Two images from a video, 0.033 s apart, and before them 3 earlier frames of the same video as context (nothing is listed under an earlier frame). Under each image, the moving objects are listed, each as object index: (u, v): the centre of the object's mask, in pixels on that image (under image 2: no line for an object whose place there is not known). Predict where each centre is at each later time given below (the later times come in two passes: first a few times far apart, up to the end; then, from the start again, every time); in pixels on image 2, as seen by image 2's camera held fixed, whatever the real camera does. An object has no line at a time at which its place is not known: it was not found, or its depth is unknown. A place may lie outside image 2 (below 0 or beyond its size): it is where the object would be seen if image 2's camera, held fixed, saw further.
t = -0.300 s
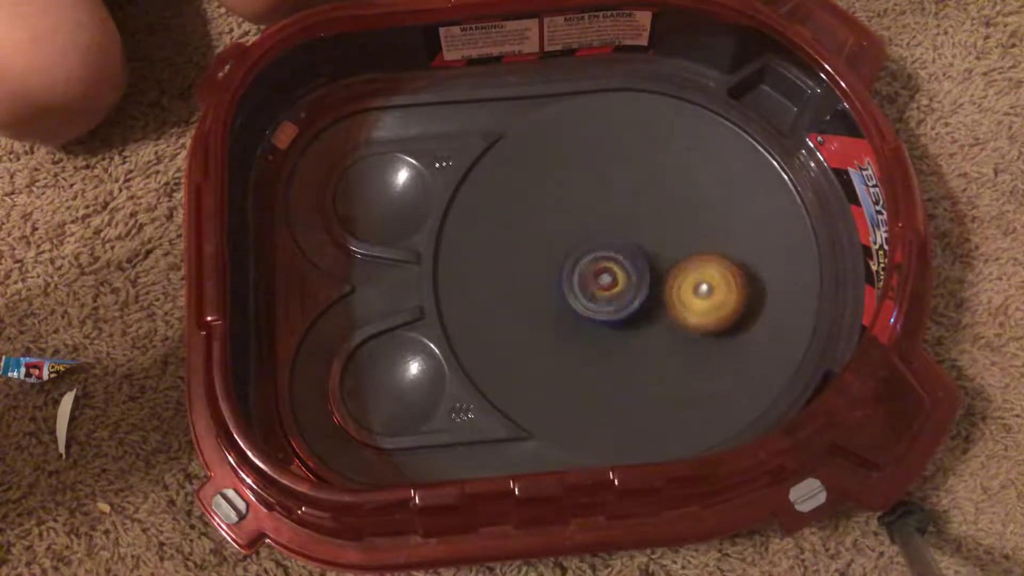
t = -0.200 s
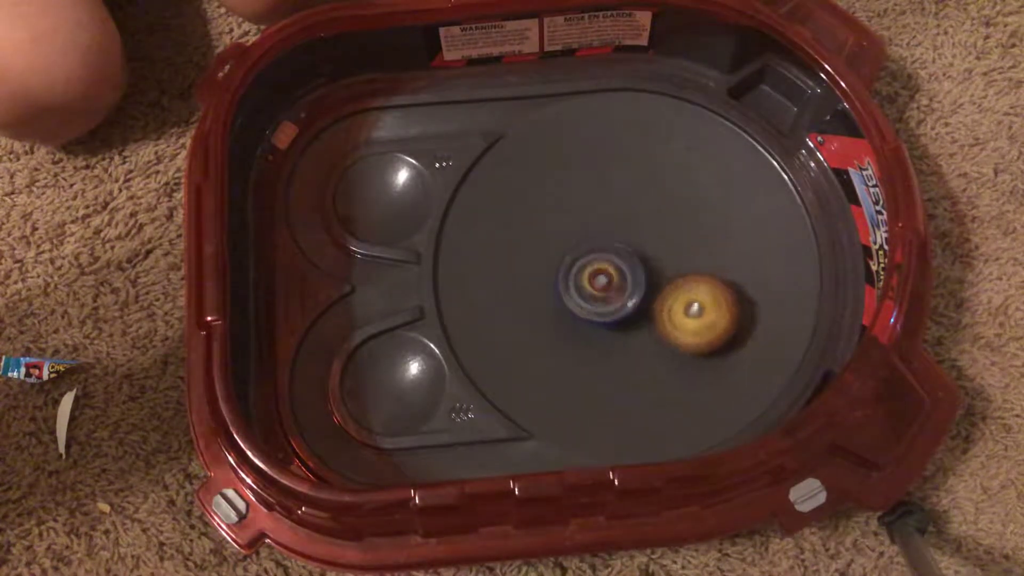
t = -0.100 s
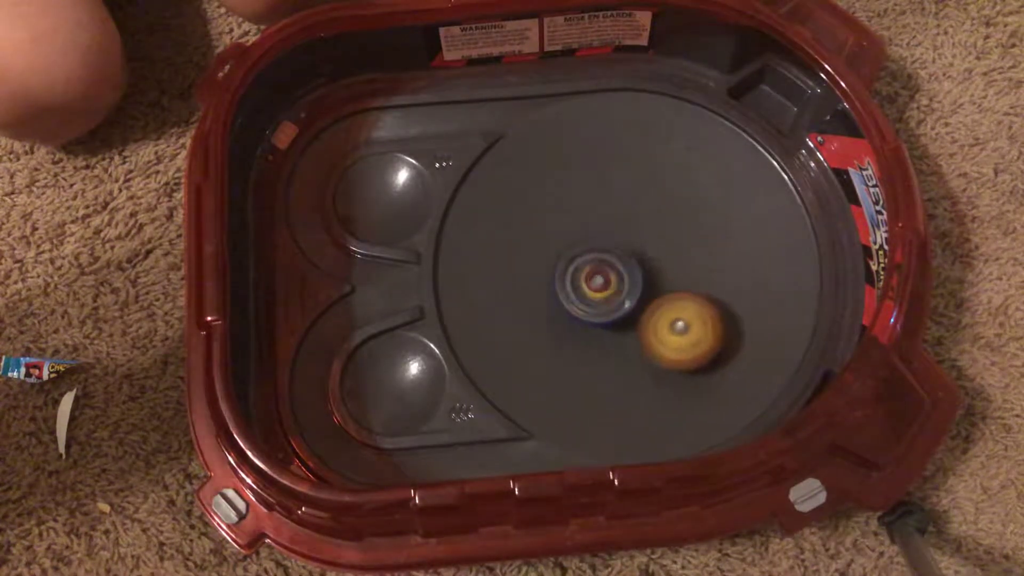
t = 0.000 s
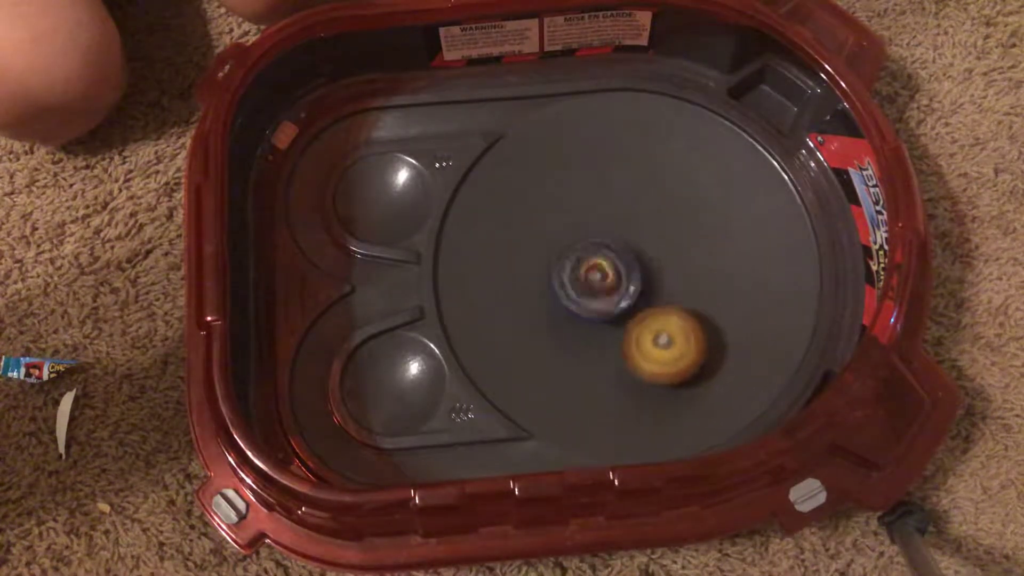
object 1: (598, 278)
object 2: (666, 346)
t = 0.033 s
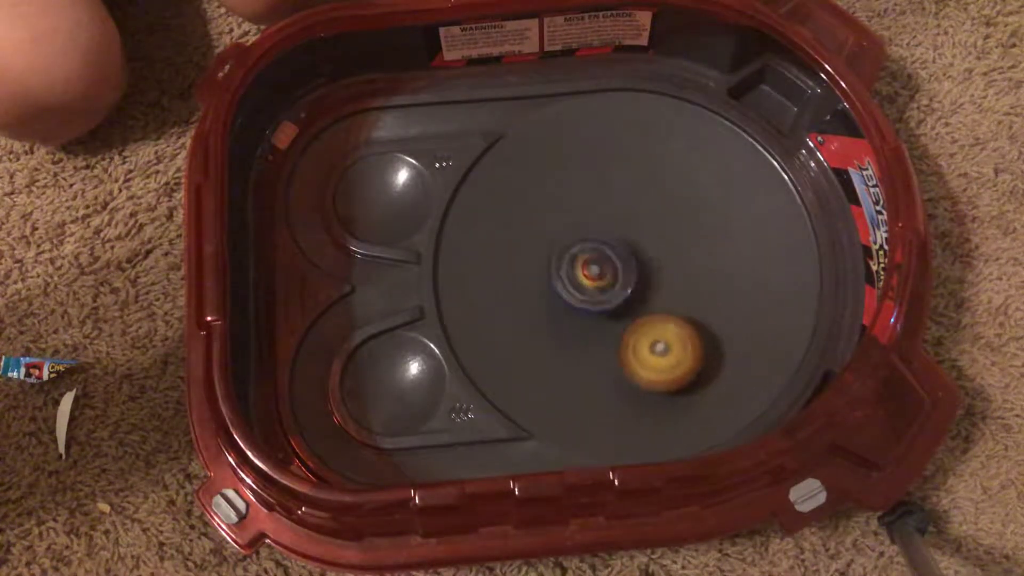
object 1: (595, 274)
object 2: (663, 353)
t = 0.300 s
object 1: (582, 227)
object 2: (613, 357)
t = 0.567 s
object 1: (594, 211)
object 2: (560, 315)
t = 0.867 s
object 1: (631, 243)
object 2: (521, 250)
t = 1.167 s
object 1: (630, 285)
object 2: (540, 207)
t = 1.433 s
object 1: (592, 297)
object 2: (599, 197)
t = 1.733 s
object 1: (569, 258)
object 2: (674, 224)
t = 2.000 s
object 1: (601, 232)
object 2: (711, 273)
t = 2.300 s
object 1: (642, 249)
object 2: (696, 323)
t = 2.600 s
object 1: (631, 254)
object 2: (635, 348)
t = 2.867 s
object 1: (615, 250)
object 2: (569, 322)
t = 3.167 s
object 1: (642, 234)
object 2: (536, 252)
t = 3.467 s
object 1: (652, 255)
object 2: (567, 193)
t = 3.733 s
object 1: (623, 269)
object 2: (625, 183)
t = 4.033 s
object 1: (597, 258)
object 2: (687, 218)
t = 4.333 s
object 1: (613, 237)
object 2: (706, 296)
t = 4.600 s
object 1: (607, 252)
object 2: (670, 350)
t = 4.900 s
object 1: (607, 258)
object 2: (592, 341)
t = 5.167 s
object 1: (617, 235)
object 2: (528, 289)
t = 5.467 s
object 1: (623, 243)
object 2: (535, 215)
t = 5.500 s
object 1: (626, 243)
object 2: (542, 210)
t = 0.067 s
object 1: (590, 265)
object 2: (657, 357)
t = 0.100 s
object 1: (588, 261)
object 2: (651, 359)
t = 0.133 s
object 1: (586, 254)
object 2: (645, 361)
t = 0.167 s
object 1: (584, 249)
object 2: (639, 362)
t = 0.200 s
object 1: (583, 243)
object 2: (634, 362)
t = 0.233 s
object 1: (583, 239)
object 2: (627, 361)
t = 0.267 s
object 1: (582, 232)
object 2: (621, 359)
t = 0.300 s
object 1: (582, 227)
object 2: (613, 357)
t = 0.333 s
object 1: (583, 222)
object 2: (607, 354)
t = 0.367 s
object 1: (585, 220)
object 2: (599, 350)
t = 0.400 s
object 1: (586, 216)
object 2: (593, 345)
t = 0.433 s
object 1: (587, 214)
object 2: (585, 340)
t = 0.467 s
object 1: (589, 213)
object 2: (578, 334)
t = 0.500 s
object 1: (590, 211)
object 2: (572, 328)
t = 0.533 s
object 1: (593, 211)
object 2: (566, 322)
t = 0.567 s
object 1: (594, 211)
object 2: (560, 315)
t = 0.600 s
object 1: (598, 212)
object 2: (554, 307)
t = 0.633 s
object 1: (599, 214)
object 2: (550, 300)
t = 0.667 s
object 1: (603, 217)
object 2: (545, 292)
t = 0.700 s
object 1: (608, 221)
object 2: (541, 284)
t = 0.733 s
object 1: (610, 224)
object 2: (537, 276)
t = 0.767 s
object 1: (621, 229)
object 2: (530, 270)
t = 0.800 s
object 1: (624, 236)
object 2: (526, 263)
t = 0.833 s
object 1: (626, 239)
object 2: (522, 256)
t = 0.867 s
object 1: (631, 243)
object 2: (521, 250)
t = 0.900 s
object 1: (634, 245)
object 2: (520, 244)
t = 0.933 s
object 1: (635, 252)
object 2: (519, 238)
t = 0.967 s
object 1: (638, 257)
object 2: (520, 233)
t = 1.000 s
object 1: (638, 261)
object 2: (522, 228)
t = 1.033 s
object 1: (637, 265)
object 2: (524, 223)
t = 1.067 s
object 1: (638, 271)
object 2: (527, 219)
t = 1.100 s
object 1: (637, 277)
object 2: (531, 215)
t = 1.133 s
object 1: (633, 281)
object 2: (535, 211)
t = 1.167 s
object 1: (630, 285)
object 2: (540, 207)
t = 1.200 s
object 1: (626, 291)
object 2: (545, 205)
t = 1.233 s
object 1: (623, 294)
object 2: (551, 203)
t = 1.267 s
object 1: (620, 297)
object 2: (558, 201)
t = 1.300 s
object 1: (614, 299)
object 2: (565, 199)
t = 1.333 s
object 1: (609, 299)
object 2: (573, 198)
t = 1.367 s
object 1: (602, 300)
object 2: (581, 197)
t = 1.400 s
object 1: (595, 299)
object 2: (590, 197)
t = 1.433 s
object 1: (592, 297)
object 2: (599, 197)
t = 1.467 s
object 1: (586, 296)
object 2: (608, 199)
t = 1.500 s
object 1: (583, 290)
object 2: (617, 200)
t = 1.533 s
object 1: (579, 287)
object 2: (625, 202)
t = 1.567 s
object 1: (575, 282)
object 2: (635, 204)
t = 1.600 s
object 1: (573, 279)
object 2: (643, 207)
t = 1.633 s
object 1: (570, 272)
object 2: (651, 211)
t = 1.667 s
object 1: (570, 268)
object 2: (660, 215)
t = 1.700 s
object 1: (568, 263)
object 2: (667, 219)
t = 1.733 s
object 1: (569, 258)
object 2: (674, 224)
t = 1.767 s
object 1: (571, 252)
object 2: (681, 229)
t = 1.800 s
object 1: (574, 248)
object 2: (687, 235)
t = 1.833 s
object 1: (577, 244)
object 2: (693, 241)
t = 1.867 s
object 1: (582, 240)
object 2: (698, 247)
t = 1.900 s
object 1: (585, 238)
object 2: (702, 253)
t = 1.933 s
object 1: (590, 235)
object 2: (705, 260)
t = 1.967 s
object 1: (596, 233)
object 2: (709, 266)
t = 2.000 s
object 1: (601, 232)
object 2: (711, 273)
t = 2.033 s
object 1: (606, 232)
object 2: (712, 279)
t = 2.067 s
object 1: (612, 232)
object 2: (713, 285)
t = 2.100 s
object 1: (619, 233)
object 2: (713, 291)
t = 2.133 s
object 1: (623, 234)
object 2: (712, 297)
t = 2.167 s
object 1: (628, 236)
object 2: (710, 302)
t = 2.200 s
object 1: (631, 240)
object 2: (706, 307)
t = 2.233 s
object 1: (634, 245)
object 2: (703, 311)
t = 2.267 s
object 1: (638, 248)
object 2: (699, 317)
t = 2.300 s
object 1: (642, 249)
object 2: (696, 323)
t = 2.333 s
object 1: (644, 252)
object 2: (692, 330)
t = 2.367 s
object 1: (642, 253)
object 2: (686, 336)
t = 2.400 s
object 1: (640, 253)
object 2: (680, 340)
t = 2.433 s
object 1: (640, 252)
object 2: (673, 343)
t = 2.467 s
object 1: (639, 253)
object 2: (666, 346)
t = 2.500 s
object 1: (636, 252)
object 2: (658, 348)
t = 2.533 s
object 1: (634, 253)
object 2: (651, 349)
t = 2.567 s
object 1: (632, 253)
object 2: (643, 349)
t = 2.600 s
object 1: (631, 254)
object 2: (635, 348)
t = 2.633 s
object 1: (627, 255)
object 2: (626, 347)
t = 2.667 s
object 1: (626, 253)
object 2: (617, 345)
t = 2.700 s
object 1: (624, 253)
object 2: (608, 343)
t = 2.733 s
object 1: (621, 251)
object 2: (599, 340)
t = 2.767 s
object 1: (619, 251)
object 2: (592, 336)
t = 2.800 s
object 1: (617, 251)
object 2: (584, 331)
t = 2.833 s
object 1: (617, 250)
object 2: (576, 327)
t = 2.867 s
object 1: (615, 250)
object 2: (569, 322)
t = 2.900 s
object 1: (620, 249)
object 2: (561, 316)
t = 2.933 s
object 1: (619, 244)
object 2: (553, 310)
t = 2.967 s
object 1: (621, 241)
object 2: (548, 302)
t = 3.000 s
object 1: (624, 239)
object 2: (544, 294)
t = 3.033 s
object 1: (628, 237)
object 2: (541, 286)
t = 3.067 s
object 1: (634, 236)
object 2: (539, 278)
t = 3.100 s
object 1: (636, 236)
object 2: (536, 269)
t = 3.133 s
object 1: (638, 235)
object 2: (536, 261)
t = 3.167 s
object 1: (642, 234)
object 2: (536, 252)
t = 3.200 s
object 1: (648, 237)
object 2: (536, 244)
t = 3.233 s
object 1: (650, 238)
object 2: (537, 236)
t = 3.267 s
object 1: (652, 238)
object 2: (539, 227)
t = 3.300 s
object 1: (652, 239)
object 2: (543, 220)
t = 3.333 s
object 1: (653, 241)
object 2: (546, 213)
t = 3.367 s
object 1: (655, 245)
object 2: (551, 208)
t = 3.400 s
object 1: (656, 249)
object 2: (556, 203)
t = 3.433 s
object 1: (654, 252)
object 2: (561, 198)
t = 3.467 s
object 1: (652, 255)
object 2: (567, 193)
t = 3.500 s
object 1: (651, 257)
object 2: (574, 190)
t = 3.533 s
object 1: (648, 262)
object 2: (581, 187)
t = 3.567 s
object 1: (643, 263)
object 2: (587, 184)
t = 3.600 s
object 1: (639, 263)
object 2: (595, 183)
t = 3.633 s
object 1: (636, 263)
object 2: (602, 182)
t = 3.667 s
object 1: (635, 265)
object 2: (609, 183)
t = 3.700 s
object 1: (629, 267)
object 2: (618, 182)
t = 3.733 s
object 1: (623, 269)
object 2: (625, 183)
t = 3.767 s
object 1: (615, 269)
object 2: (633, 184)
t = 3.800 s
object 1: (610, 266)
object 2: (640, 187)
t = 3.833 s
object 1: (609, 267)
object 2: (647, 191)
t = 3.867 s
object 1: (608, 266)
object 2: (654, 194)
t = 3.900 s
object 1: (608, 268)
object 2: (662, 198)
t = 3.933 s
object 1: (605, 268)
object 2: (669, 202)
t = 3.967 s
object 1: (602, 266)
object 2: (675, 206)
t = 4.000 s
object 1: (599, 263)
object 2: (682, 212)
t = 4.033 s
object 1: (597, 258)
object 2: (687, 218)
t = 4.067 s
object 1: (599, 250)
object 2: (691, 225)
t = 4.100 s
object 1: (602, 250)
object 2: (694, 232)
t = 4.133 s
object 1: (603, 250)
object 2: (697, 239)
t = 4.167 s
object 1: (603, 249)
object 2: (699, 248)
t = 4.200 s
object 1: (603, 249)
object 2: (700, 256)
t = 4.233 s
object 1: (605, 246)
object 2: (700, 264)
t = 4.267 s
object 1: (611, 245)
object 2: (701, 272)
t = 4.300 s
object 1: (614, 244)
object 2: (702, 283)
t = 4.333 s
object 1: (613, 237)
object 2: (706, 296)
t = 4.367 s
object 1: (615, 234)
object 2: (705, 305)
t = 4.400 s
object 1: (620, 233)
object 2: (703, 314)
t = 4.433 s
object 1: (623, 235)
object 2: (699, 322)
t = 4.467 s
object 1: (624, 241)
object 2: (695, 329)
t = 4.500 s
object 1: (620, 248)
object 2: (690, 335)
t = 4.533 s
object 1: (616, 251)
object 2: (685, 341)
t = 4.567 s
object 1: (611, 252)
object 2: (678, 345)
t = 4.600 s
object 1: (607, 252)
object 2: (670, 350)
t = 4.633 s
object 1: (606, 252)
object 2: (662, 353)
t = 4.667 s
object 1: (606, 252)
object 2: (654, 354)
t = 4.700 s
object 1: (605, 254)
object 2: (646, 355)
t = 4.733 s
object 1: (605, 255)
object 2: (638, 355)
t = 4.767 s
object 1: (606, 255)
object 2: (628, 353)
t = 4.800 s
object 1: (605, 258)
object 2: (620, 352)
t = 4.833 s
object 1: (606, 258)
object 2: (610, 349)
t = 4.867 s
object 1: (608, 257)
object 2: (601, 345)
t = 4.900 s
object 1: (607, 258)
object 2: (592, 341)
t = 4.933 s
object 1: (611, 255)
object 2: (580, 339)
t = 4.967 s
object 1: (613, 250)
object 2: (570, 333)
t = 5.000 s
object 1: (615, 246)
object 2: (561, 327)
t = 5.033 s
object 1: (615, 242)
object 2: (552, 320)
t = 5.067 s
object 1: (616, 240)
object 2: (544, 313)
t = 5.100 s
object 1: (618, 237)
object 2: (538, 305)
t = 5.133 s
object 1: (616, 237)
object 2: (532, 297)
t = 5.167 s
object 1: (617, 235)
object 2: (528, 289)
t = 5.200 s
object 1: (617, 235)
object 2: (524, 280)
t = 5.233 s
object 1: (618, 233)
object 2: (522, 271)
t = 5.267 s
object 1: (619, 232)
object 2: (521, 262)
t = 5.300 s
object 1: (620, 234)
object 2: (521, 254)
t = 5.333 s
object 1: (621, 236)
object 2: (522, 246)
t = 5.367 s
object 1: (622, 235)
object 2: (524, 239)
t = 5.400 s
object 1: (624, 236)
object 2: (527, 230)
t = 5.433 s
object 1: (624, 242)
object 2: (531, 222)
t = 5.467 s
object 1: (623, 243)
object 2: (535, 215)
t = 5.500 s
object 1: (626, 243)
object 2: (542, 210)
